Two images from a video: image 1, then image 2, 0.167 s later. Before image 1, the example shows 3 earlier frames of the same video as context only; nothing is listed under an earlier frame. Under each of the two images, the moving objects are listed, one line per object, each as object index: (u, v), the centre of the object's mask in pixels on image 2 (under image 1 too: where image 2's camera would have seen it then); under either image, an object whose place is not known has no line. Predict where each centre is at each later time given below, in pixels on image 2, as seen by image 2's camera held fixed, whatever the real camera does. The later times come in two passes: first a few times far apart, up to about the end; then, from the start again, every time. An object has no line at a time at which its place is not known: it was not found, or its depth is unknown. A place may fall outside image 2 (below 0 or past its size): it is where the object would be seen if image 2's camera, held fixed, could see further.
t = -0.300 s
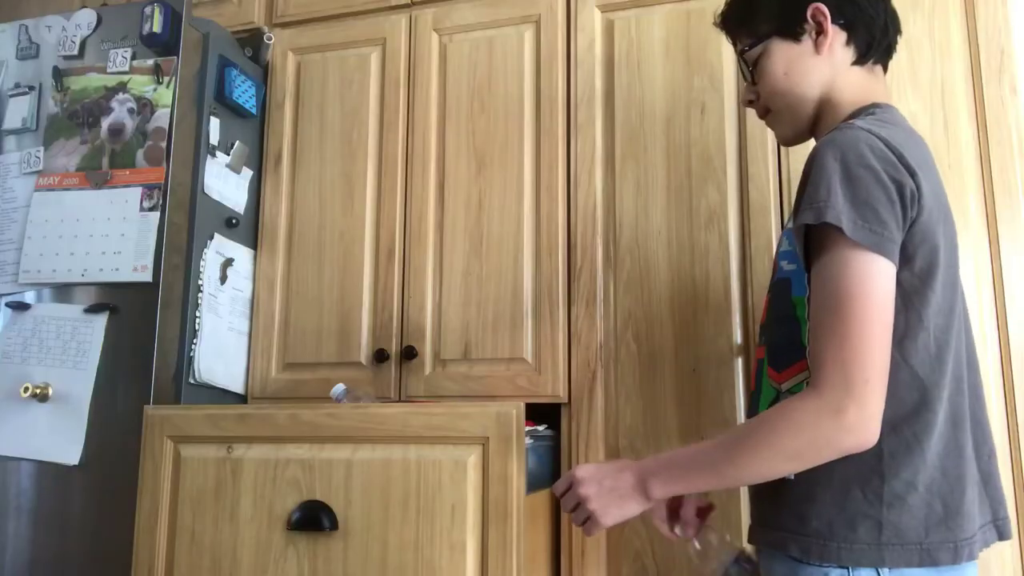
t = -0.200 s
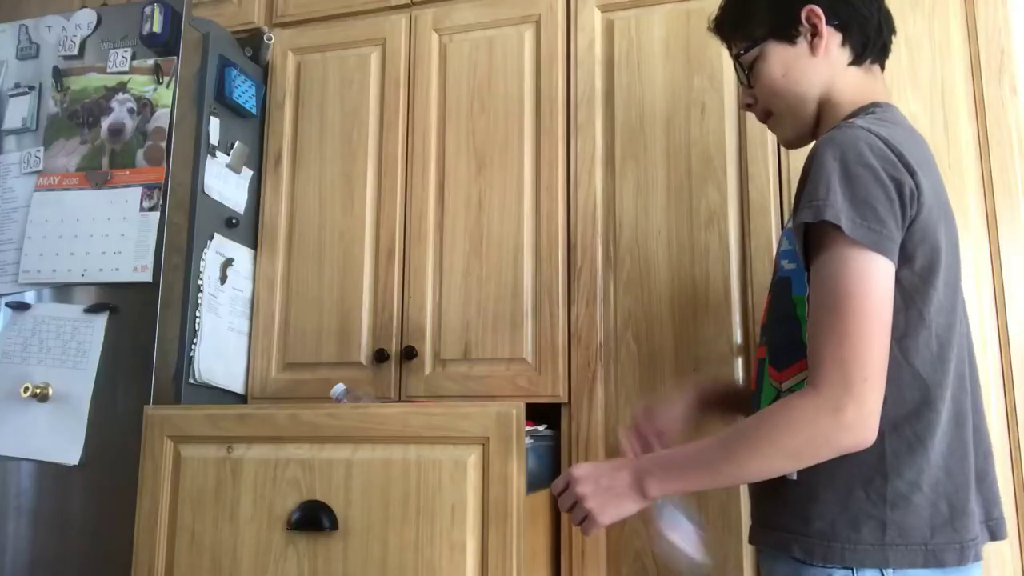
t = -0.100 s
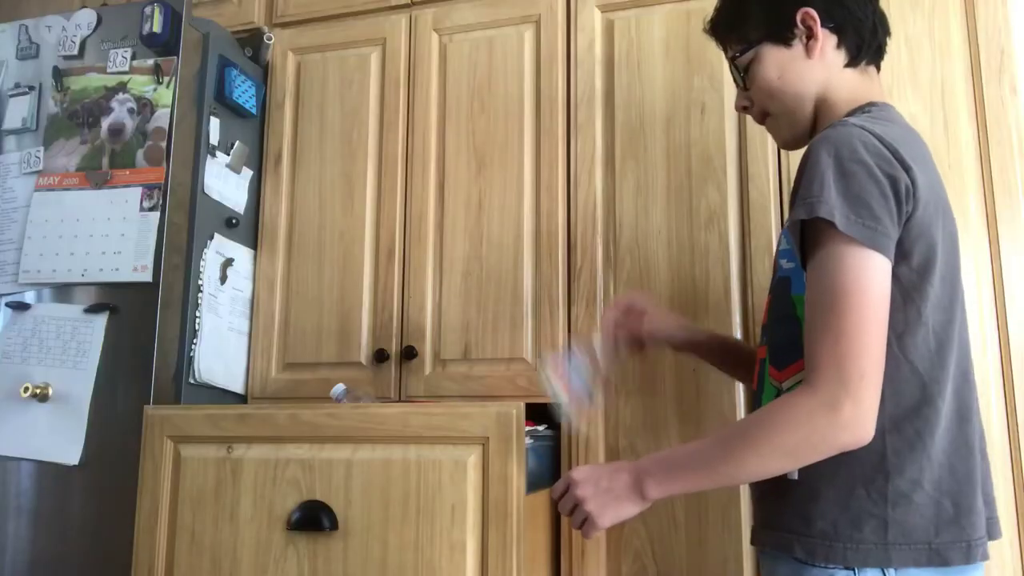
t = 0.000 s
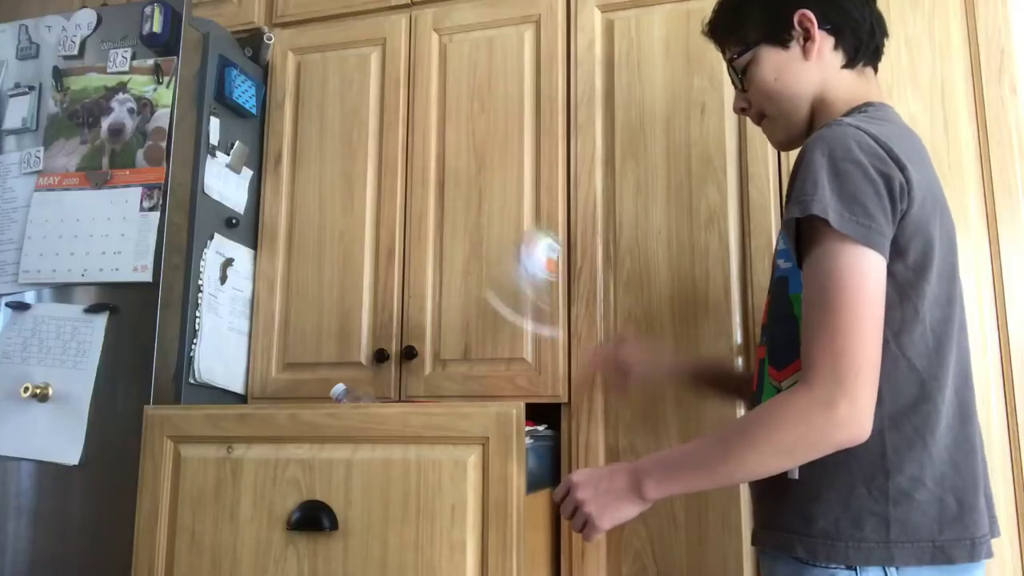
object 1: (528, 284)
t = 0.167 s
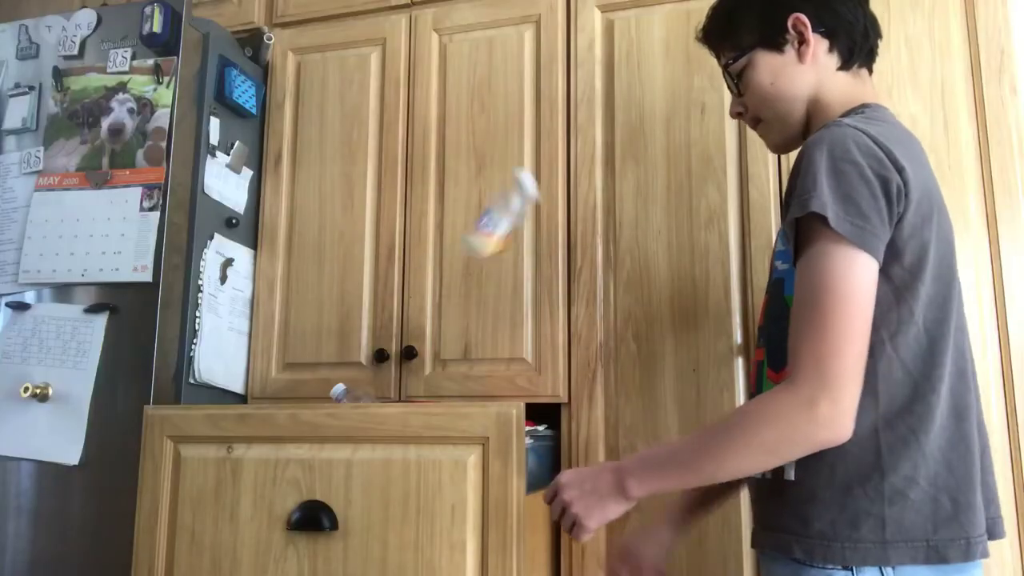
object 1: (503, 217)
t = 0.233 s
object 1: (495, 258)
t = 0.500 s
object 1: (444, 351)
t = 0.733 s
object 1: (443, 351)
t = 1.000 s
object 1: (443, 351)
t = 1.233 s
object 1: (443, 351)
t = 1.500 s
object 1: (443, 351)
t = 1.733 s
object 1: (443, 351)
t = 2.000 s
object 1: (443, 351)
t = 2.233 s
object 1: (443, 351)
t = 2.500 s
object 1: (443, 351)
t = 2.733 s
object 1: (443, 351)
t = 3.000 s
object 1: (443, 351)
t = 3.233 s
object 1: (443, 351)
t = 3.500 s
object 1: (443, 351)
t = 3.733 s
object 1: (443, 351)
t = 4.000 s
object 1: (443, 351)
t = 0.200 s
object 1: (501, 233)
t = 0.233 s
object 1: (495, 258)
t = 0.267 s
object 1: (485, 291)
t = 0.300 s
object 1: (477, 329)
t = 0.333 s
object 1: (462, 346)
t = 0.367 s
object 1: (457, 344)
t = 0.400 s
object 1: (454, 349)
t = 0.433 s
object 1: (451, 350)
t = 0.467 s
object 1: (448, 350)
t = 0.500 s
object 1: (444, 351)
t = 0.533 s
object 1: (442, 351)
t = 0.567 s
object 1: (441, 350)
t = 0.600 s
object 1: (440, 350)
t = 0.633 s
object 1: (440, 351)
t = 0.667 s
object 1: (440, 351)
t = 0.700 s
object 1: (442, 351)
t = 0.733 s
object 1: (443, 351)
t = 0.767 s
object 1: (443, 351)
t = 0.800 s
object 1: (443, 351)
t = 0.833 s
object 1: (443, 351)
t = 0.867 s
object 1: (443, 351)
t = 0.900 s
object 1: (443, 351)
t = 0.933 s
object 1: (443, 351)
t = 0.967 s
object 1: (443, 351)
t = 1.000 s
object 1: (443, 351)
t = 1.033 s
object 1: (442, 344)
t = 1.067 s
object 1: (443, 351)
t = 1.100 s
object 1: (443, 351)
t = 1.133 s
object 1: (443, 351)
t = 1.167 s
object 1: (443, 351)
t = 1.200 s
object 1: (443, 351)
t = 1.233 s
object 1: (443, 351)
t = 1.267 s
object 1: (443, 351)
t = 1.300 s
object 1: (443, 351)
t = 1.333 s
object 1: (443, 351)
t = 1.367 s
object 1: (443, 351)
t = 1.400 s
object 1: (443, 351)
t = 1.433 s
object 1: (443, 351)
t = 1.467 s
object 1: (443, 351)
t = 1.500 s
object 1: (443, 351)
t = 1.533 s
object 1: (443, 351)
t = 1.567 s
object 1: (443, 351)
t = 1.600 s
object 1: (443, 351)
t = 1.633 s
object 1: (443, 351)
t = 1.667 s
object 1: (443, 351)
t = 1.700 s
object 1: (443, 351)
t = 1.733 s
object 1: (443, 351)
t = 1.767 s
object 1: (443, 351)
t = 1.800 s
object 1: (443, 351)
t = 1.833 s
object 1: (443, 351)
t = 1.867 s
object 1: (443, 351)
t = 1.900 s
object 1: (443, 351)
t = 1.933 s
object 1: (443, 351)
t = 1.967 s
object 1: (443, 351)
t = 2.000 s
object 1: (443, 351)
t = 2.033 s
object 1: (443, 351)
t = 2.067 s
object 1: (443, 351)
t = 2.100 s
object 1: (443, 351)
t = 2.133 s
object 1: (443, 351)
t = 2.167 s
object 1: (443, 351)
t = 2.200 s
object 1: (443, 351)
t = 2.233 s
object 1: (443, 351)
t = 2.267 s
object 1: (443, 351)
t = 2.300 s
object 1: (443, 351)
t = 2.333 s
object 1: (443, 351)
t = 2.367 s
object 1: (443, 351)
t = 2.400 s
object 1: (443, 351)
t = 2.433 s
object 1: (443, 351)
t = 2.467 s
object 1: (443, 351)
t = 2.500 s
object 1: (443, 351)
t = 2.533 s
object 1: (443, 351)
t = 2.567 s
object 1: (443, 351)
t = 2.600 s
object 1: (443, 351)
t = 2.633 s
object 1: (443, 351)
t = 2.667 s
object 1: (443, 351)
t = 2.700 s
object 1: (443, 351)
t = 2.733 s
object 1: (443, 351)
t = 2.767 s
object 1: (443, 351)
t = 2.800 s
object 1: (443, 351)
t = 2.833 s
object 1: (443, 351)
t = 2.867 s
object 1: (443, 351)
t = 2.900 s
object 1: (443, 351)
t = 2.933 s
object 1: (443, 351)
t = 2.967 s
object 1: (443, 351)
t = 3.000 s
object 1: (443, 351)
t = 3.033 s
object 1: (443, 351)
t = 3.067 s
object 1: (443, 351)
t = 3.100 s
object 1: (443, 351)
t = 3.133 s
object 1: (443, 351)
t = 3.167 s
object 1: (443, 351)
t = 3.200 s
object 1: (443, 351)
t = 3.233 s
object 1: (443, 351)
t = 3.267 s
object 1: (443, 351)
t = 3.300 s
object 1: (443, 351)
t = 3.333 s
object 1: (443, 351)
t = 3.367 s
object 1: (443, 351)
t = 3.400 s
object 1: (443, 351)
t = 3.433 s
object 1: (443, 351)
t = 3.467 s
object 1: (443, 351)
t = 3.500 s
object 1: (443, 351)
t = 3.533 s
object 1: (443, 351)
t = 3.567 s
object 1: (443, 351)
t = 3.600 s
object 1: (443, 351)
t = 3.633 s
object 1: (443, 351)
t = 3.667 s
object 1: (443, 351)
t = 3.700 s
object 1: (443, 351)
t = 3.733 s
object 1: (443, 351)
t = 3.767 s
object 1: (443, 351)
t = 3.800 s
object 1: (443, 351)
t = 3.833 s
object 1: (443, 351)
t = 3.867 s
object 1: (443, 350)
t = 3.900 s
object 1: (443, 351)
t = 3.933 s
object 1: (443, 351)
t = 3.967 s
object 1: (443, 351)
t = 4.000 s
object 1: (443, 351)
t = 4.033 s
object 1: (443, 351)
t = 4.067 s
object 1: (443, 351)
